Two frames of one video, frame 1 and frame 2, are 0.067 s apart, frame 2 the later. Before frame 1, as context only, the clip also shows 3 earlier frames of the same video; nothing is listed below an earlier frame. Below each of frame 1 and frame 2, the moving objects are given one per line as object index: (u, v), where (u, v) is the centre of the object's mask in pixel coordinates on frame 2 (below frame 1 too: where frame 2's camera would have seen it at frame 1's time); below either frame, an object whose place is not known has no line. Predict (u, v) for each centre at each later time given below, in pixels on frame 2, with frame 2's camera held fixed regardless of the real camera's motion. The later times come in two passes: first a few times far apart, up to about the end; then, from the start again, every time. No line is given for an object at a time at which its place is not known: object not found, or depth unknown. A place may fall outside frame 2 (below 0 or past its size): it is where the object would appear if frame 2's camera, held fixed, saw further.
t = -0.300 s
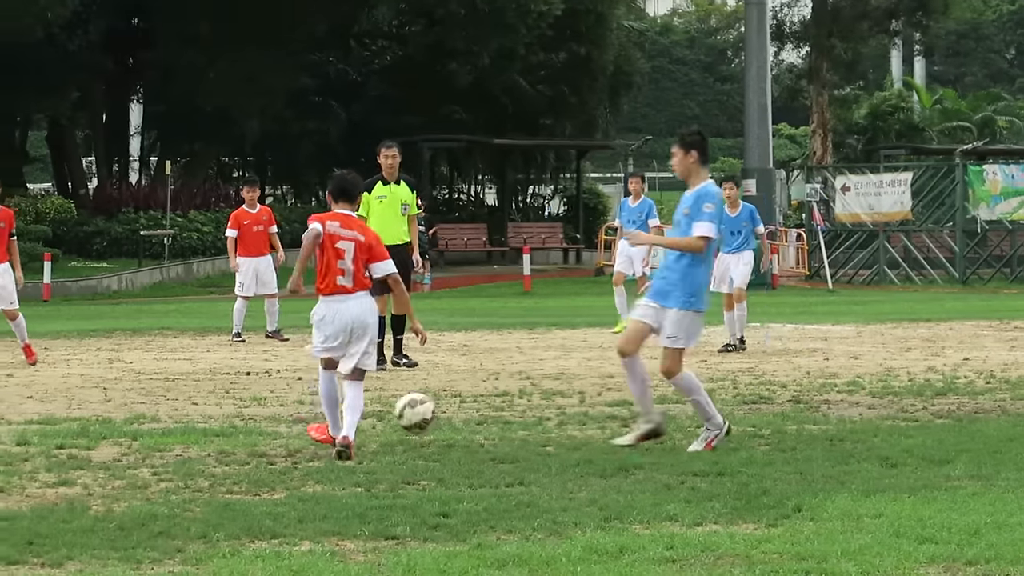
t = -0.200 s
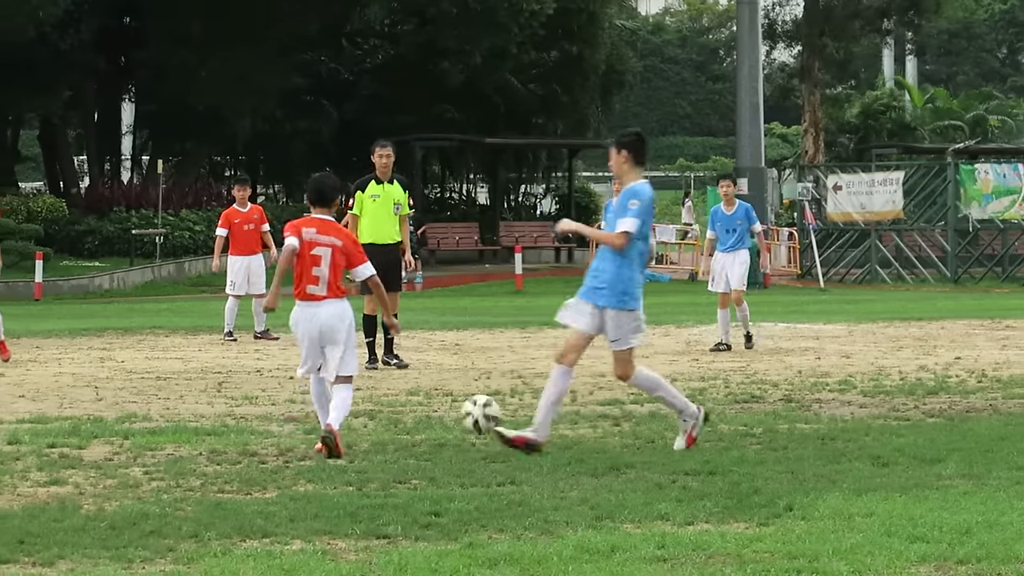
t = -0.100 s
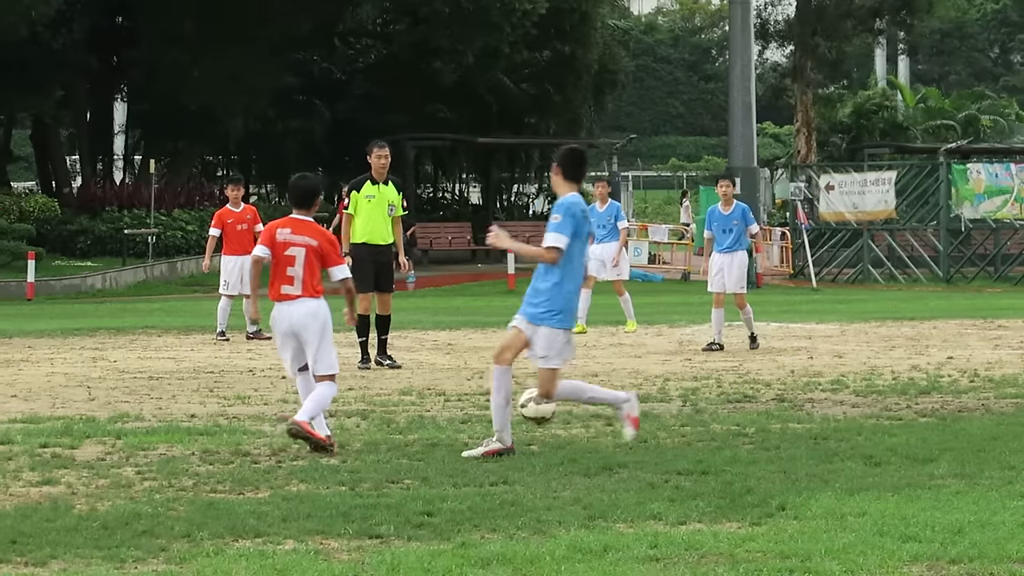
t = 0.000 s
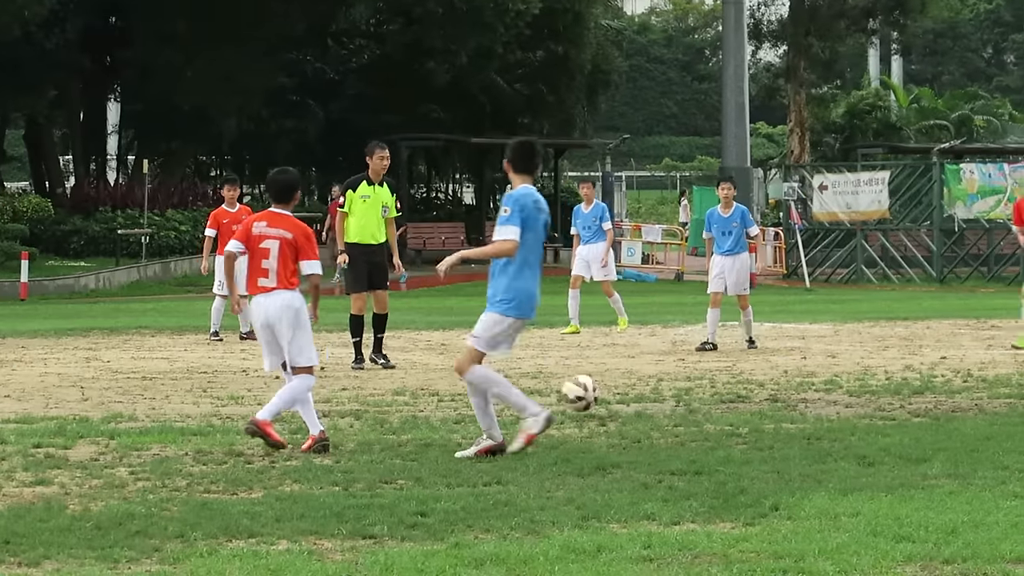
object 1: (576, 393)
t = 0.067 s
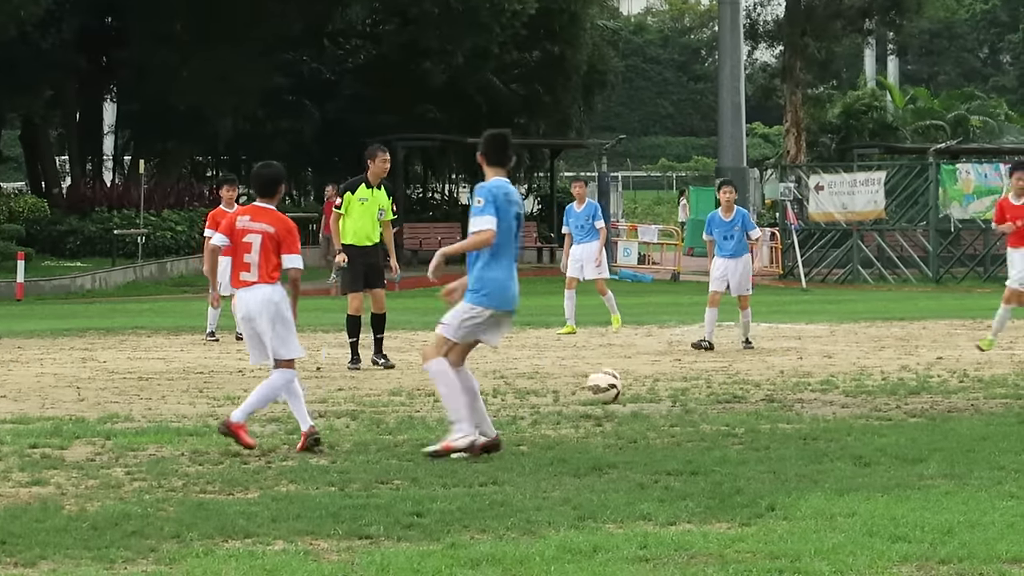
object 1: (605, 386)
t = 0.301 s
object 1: (691, 382)
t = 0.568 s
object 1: (762, 379)
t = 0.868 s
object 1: (809, 373)
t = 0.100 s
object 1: (619, 385)
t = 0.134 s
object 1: (632, 386)
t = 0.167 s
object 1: (646, 388)
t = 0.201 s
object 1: (660, 393)
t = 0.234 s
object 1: (671, 390)
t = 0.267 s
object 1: (681, 386)
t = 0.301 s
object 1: (691, 382)
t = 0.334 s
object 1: (702, 382)
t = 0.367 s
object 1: (712, 383)
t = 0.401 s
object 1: (722, 386)
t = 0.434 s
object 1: (731, 382)
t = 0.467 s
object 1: (740, 382)
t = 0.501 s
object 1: (747, 383)
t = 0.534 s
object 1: (754, 380)
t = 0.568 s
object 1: (762, 379)
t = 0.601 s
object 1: (768, 380)
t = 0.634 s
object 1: (773, 380)
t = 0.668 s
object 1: (779, 378)
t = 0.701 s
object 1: (785, 377)
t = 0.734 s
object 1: (790, 377)
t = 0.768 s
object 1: (795, 376)
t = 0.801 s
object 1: (800, 374)
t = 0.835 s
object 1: (805, 374)
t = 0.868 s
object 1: (809, 373)
